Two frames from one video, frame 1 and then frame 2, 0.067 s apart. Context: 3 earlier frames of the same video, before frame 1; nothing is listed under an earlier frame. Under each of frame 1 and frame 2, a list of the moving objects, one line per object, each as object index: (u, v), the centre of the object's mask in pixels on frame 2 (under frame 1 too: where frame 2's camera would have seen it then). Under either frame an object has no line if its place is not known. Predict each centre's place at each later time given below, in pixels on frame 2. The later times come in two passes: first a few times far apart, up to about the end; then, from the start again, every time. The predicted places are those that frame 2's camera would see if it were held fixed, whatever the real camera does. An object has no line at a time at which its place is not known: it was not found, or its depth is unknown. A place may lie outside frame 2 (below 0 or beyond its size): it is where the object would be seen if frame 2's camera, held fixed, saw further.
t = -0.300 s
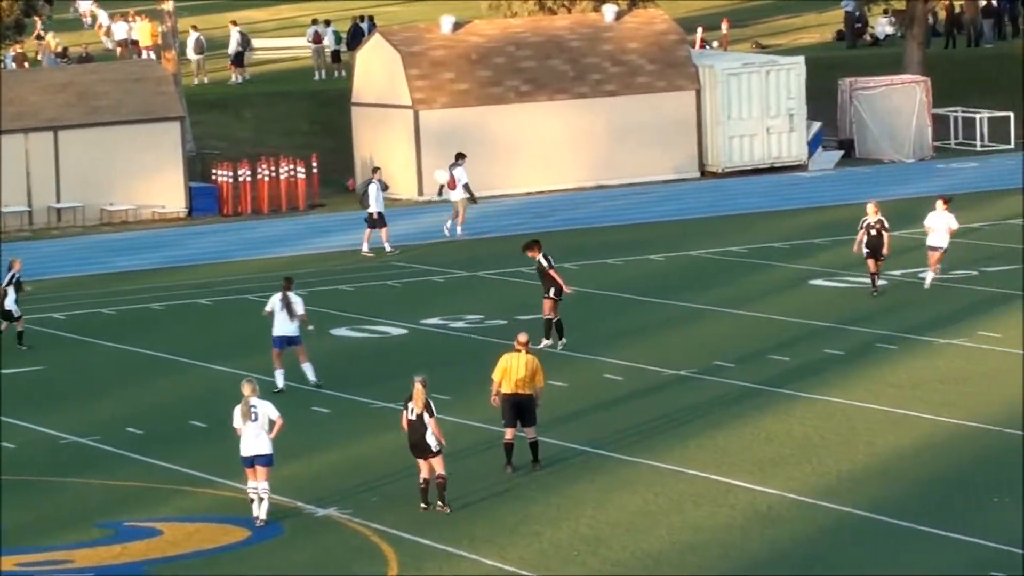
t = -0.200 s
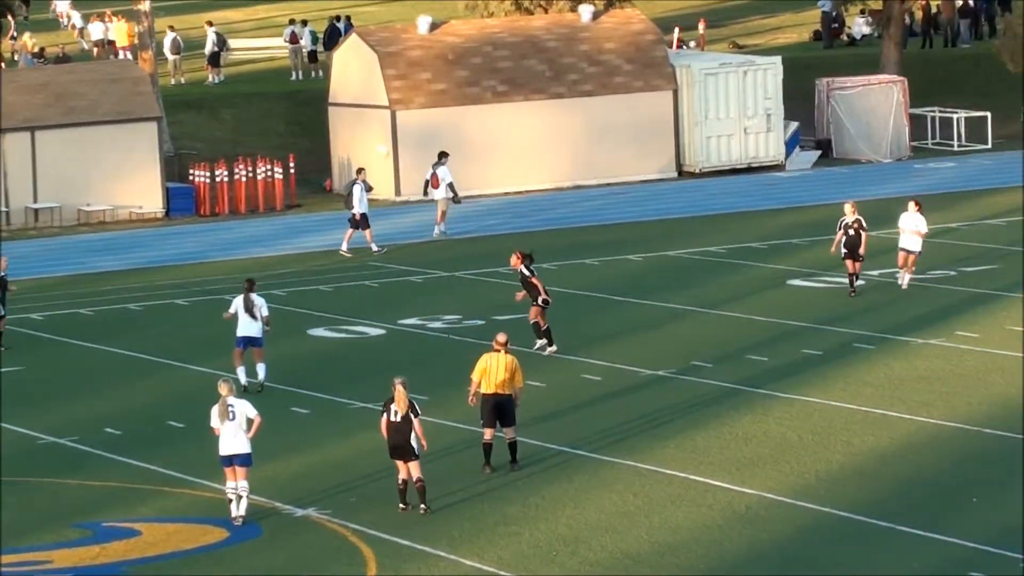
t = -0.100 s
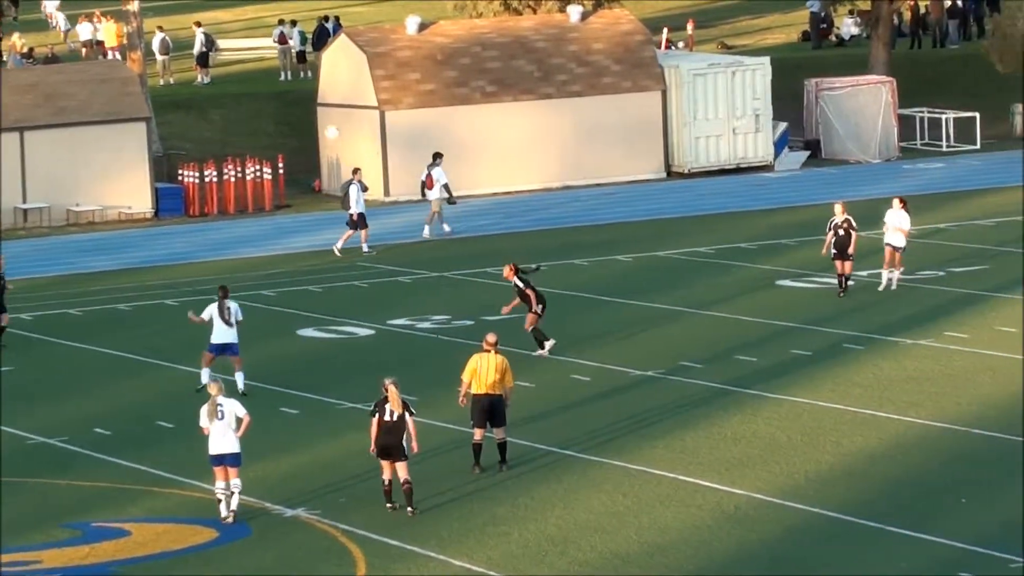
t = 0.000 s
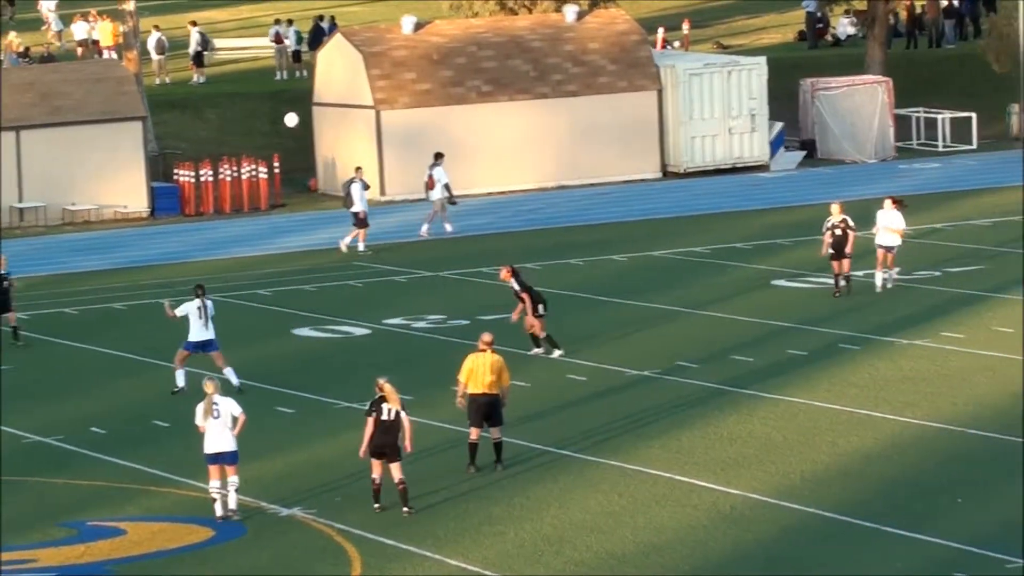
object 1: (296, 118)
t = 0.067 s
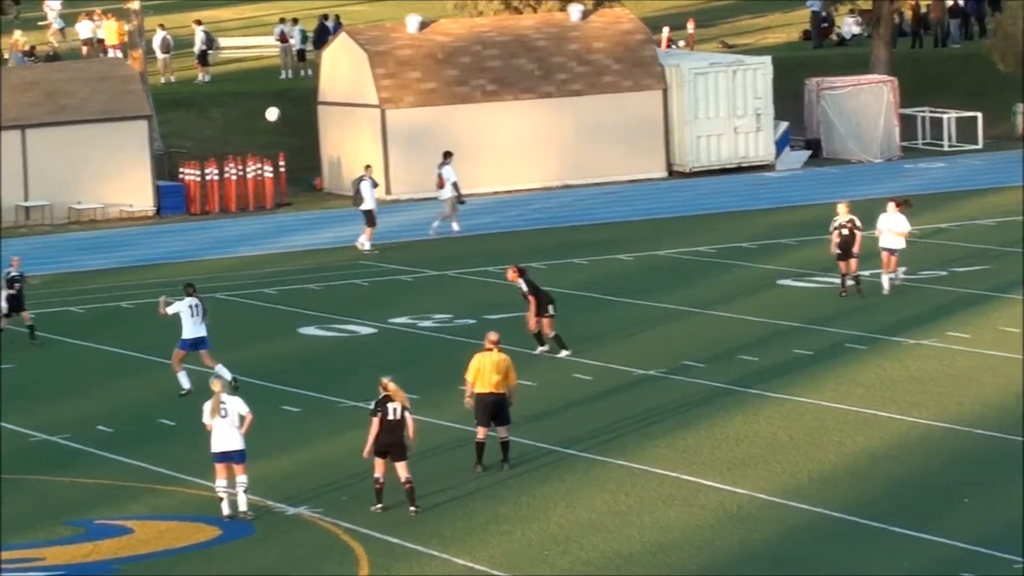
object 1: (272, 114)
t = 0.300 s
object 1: (191, 118)
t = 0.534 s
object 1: (116, 160)
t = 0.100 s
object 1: (261, 112)
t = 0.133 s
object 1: (249, 111)
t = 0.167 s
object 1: (237, 111)
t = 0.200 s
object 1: (226, 112)
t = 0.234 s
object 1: (214, 113)
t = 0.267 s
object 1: (202, 115)
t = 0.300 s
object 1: (191, 118)
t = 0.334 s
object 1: (180, 122)
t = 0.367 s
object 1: (170, 127)
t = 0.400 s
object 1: (159, 132)
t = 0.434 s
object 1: (148, 138)
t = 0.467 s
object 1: (137, 145)
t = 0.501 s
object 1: (127, 152)
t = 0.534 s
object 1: (116, 160)
